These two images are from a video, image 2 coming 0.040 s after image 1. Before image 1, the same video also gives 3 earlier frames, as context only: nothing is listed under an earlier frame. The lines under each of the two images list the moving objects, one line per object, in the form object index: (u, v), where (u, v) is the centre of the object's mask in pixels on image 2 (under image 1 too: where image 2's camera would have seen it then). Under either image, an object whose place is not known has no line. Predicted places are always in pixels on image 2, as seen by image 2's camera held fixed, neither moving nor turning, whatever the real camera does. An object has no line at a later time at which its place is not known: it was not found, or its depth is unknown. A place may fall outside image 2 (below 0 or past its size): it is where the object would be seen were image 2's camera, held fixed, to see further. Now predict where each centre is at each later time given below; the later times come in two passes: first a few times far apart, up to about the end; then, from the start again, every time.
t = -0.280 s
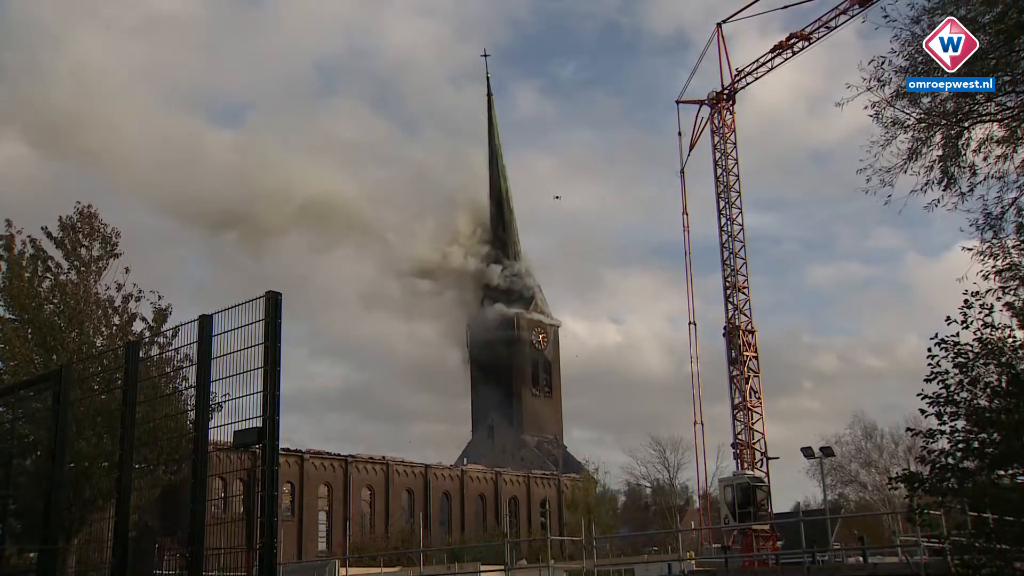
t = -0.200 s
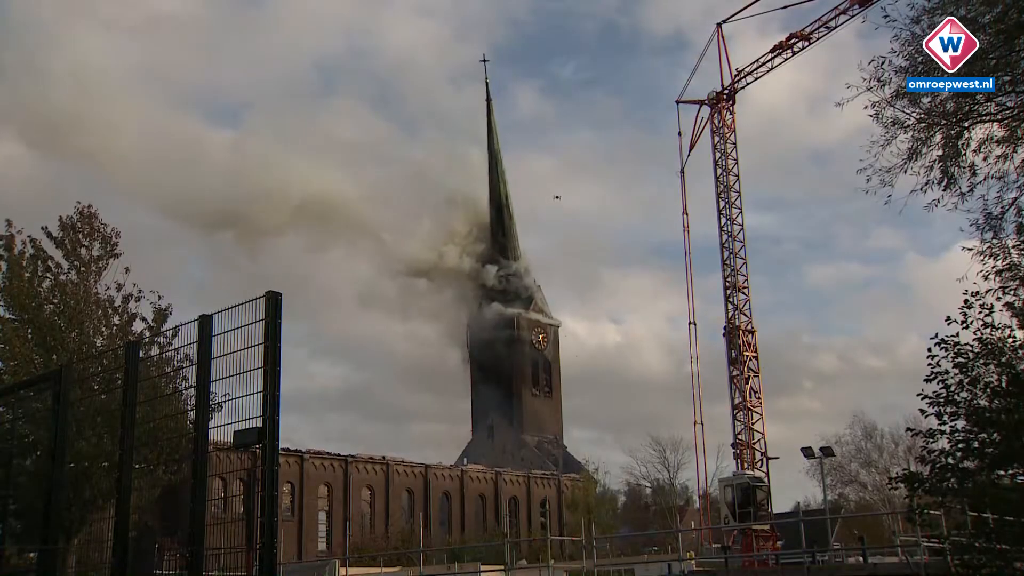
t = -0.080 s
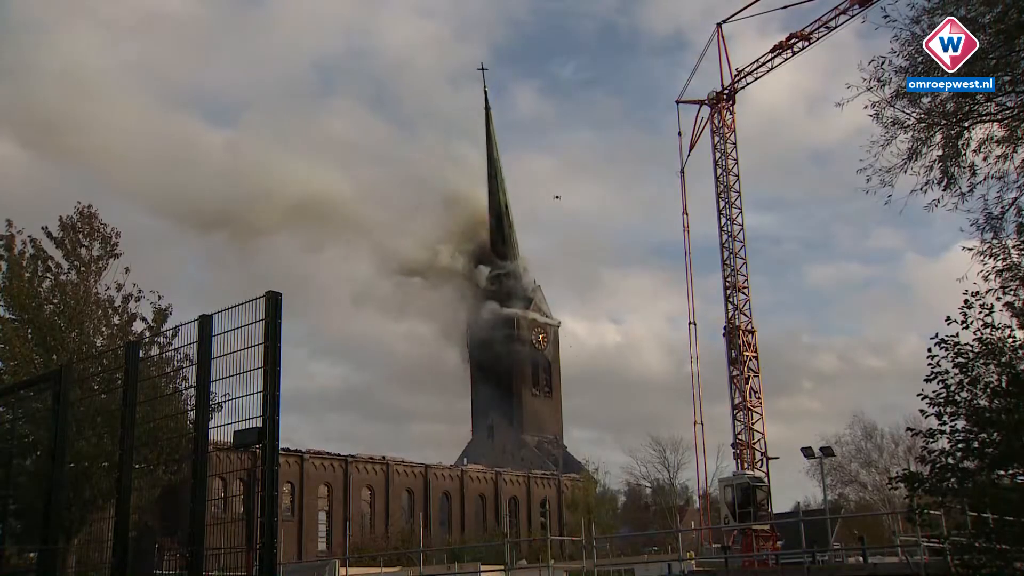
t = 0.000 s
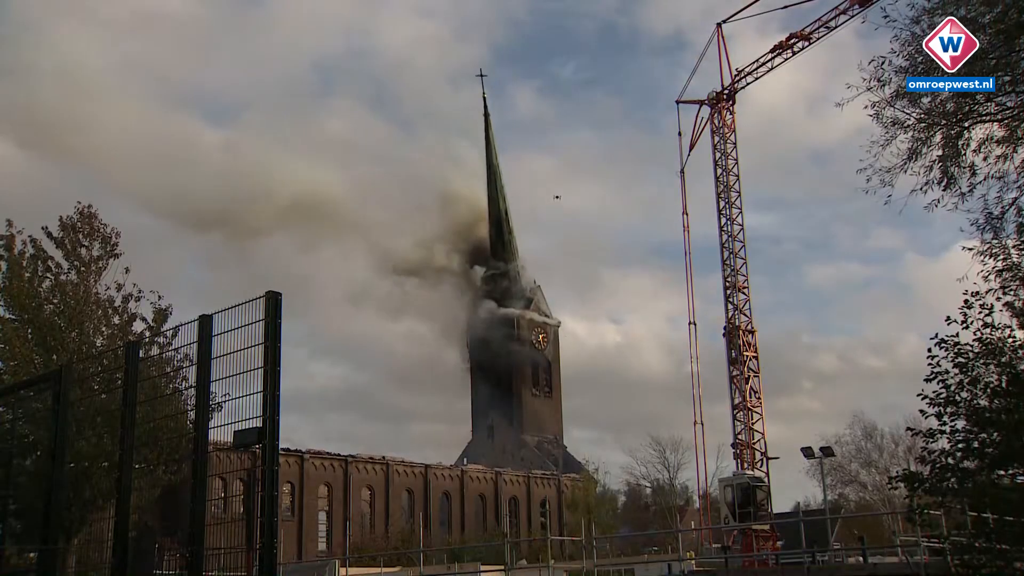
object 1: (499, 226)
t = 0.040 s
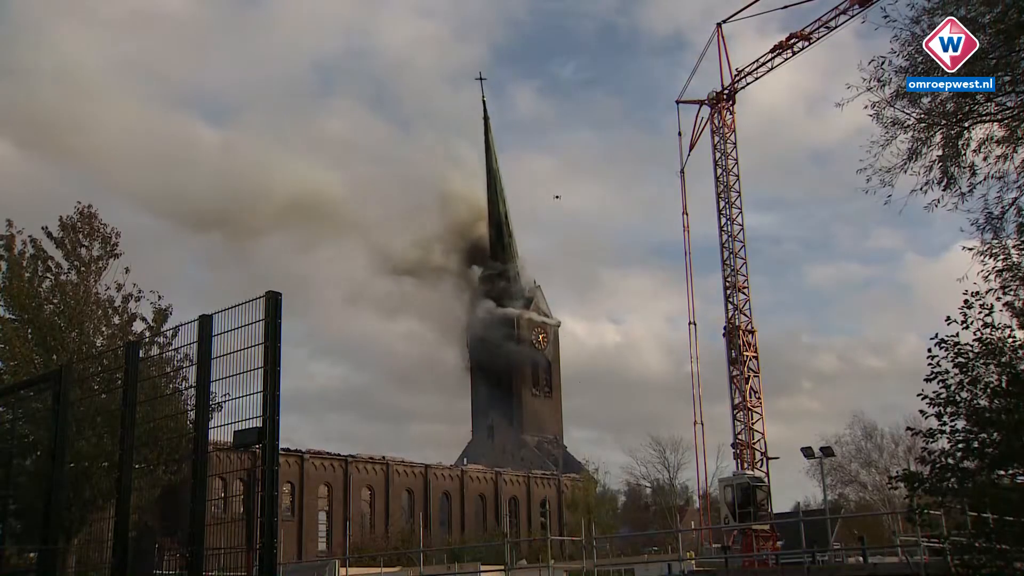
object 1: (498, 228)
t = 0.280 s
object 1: (496, 235)
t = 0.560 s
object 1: (494, 255)
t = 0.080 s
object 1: (498, 228)
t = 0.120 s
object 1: (497, 231)
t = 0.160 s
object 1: (496, 234)
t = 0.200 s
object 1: (496, 235)
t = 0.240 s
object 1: (496, 234)
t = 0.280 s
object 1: (496, 235)
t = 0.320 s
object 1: (496, 237)
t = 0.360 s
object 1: (496, 239)
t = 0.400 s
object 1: (496, 242)
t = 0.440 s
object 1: (495, 245)
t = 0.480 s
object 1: (495, 248)
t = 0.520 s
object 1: (494, 251)
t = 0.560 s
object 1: (494, 255)
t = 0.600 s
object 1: (494, 260)
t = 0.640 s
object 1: (494, 266)
